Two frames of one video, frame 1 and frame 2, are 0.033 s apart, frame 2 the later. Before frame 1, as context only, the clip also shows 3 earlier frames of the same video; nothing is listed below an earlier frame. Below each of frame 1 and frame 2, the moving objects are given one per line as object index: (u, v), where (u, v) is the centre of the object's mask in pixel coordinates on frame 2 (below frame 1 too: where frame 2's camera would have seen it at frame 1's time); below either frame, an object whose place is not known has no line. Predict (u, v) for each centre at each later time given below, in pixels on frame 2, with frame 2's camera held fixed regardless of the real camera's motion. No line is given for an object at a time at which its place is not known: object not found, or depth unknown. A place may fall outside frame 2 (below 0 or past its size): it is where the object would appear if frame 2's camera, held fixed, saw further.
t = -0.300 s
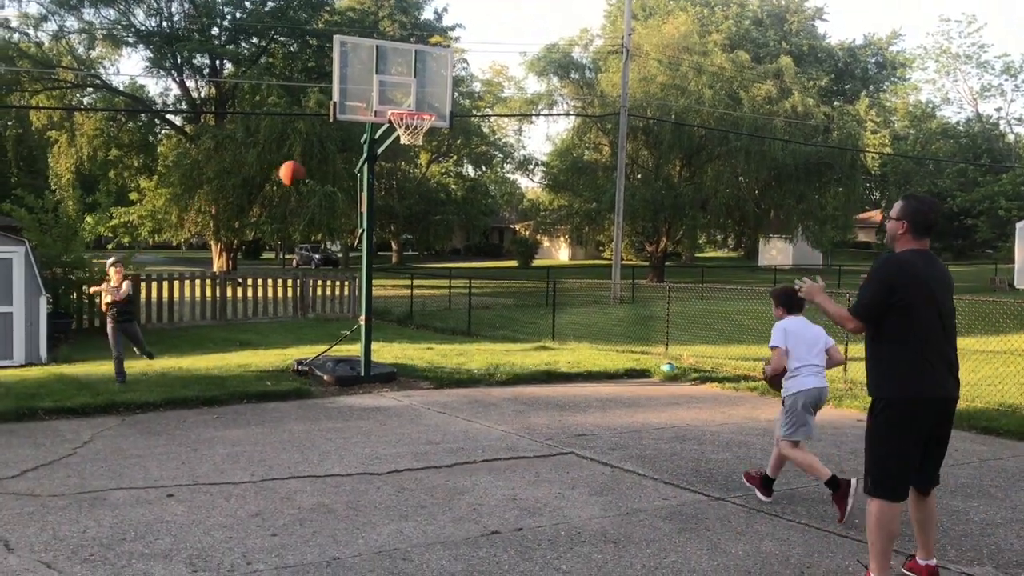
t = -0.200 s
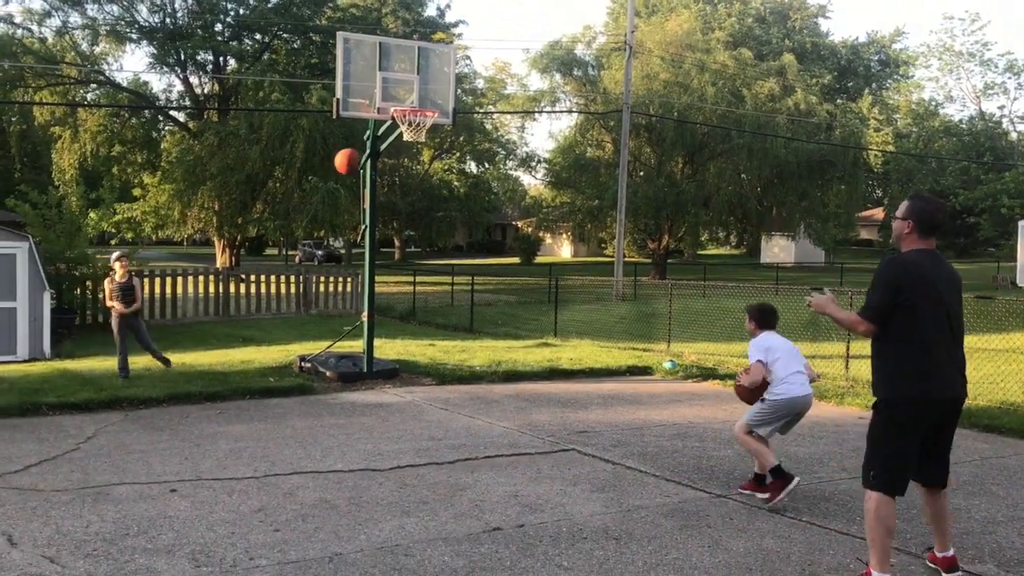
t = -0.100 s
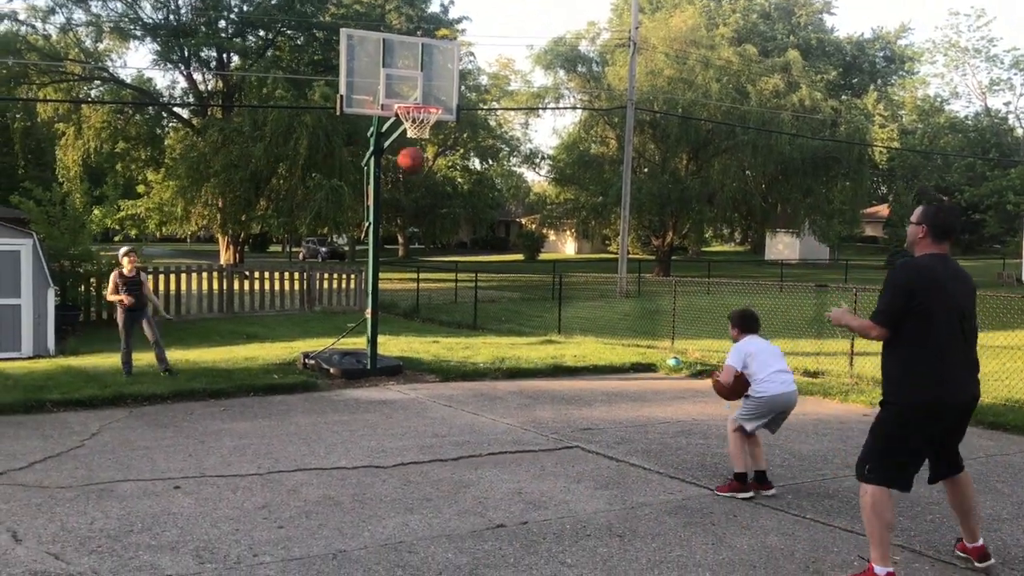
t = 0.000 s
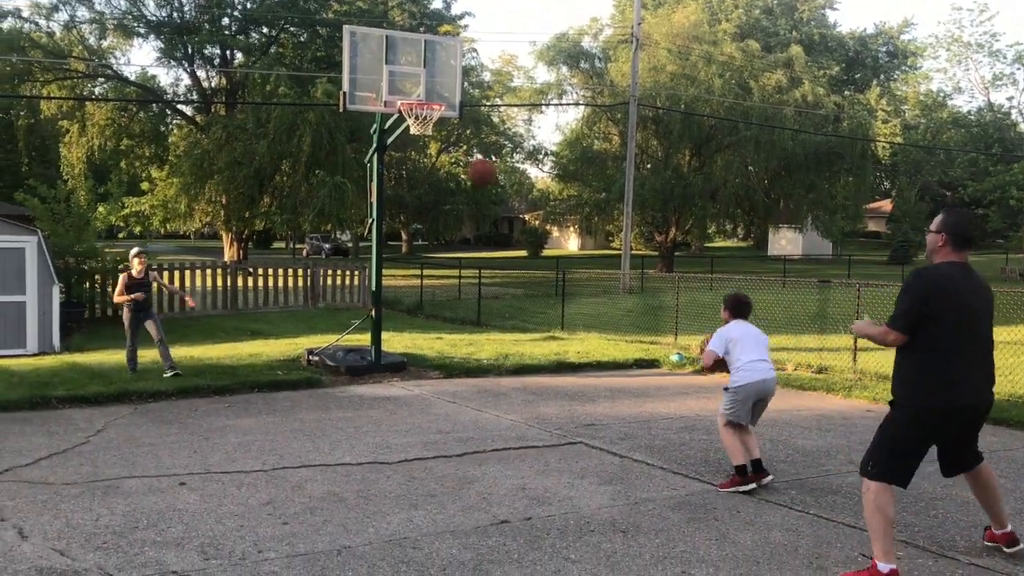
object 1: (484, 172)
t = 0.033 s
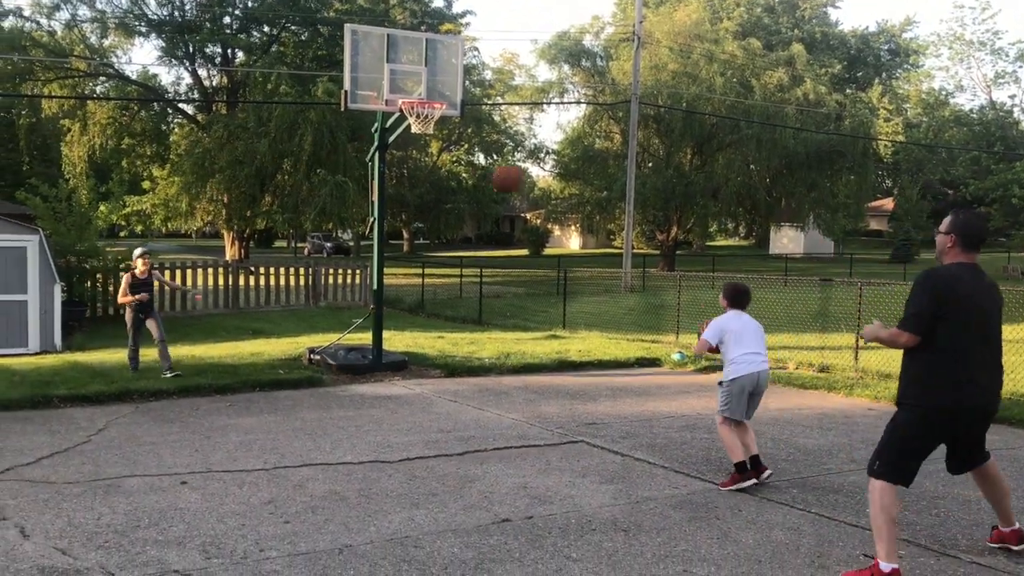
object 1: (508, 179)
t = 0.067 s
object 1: (532, 189)
